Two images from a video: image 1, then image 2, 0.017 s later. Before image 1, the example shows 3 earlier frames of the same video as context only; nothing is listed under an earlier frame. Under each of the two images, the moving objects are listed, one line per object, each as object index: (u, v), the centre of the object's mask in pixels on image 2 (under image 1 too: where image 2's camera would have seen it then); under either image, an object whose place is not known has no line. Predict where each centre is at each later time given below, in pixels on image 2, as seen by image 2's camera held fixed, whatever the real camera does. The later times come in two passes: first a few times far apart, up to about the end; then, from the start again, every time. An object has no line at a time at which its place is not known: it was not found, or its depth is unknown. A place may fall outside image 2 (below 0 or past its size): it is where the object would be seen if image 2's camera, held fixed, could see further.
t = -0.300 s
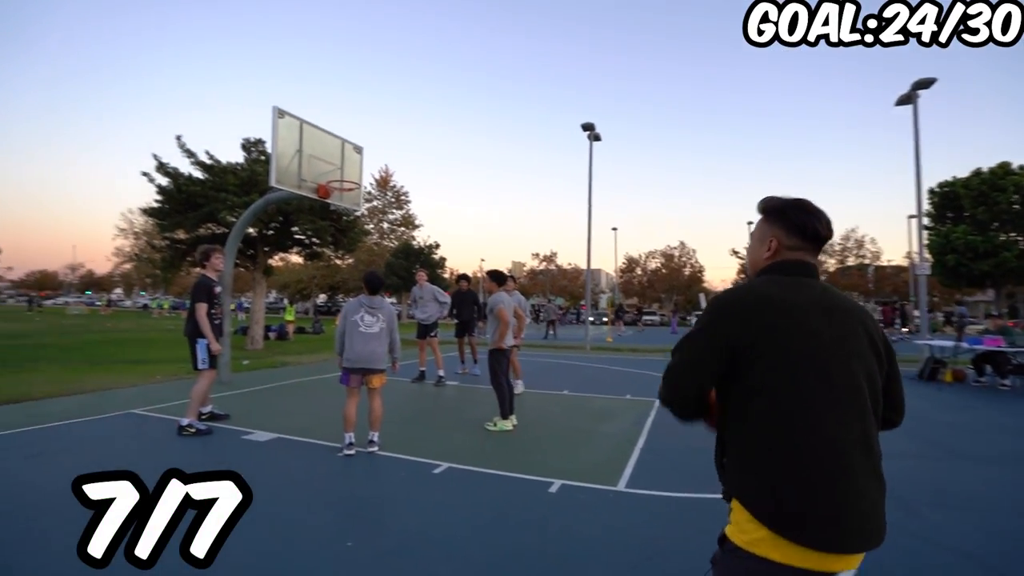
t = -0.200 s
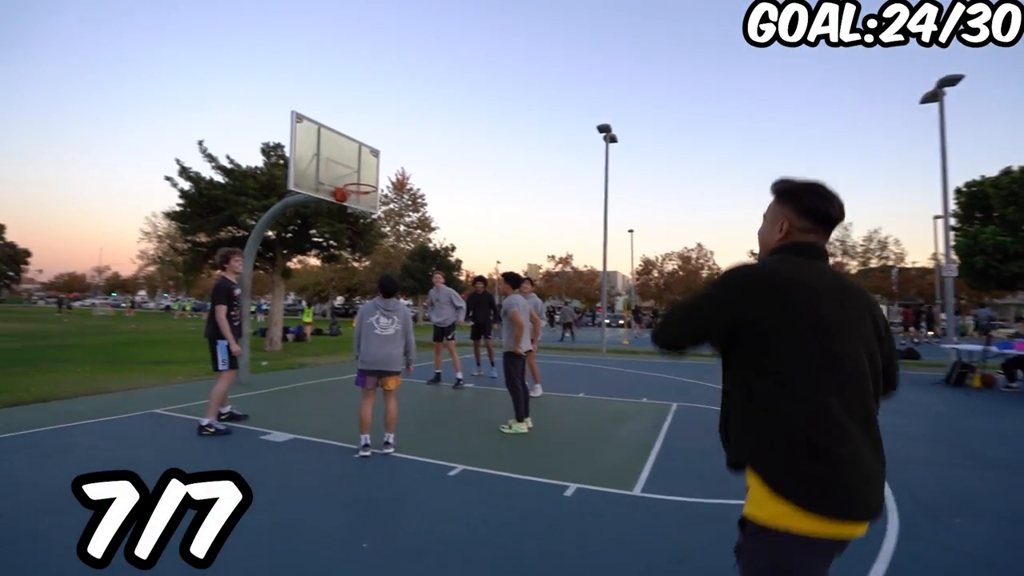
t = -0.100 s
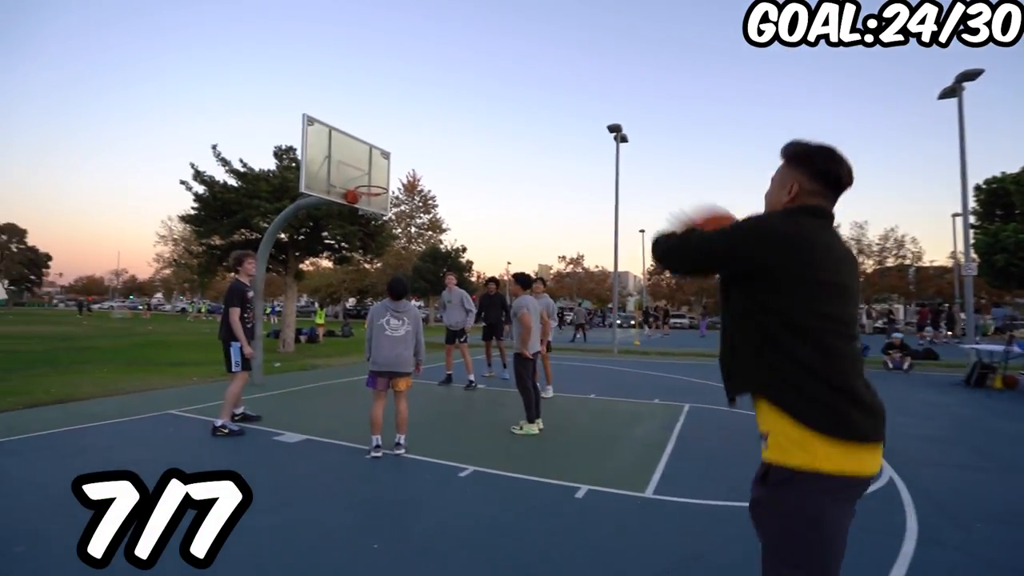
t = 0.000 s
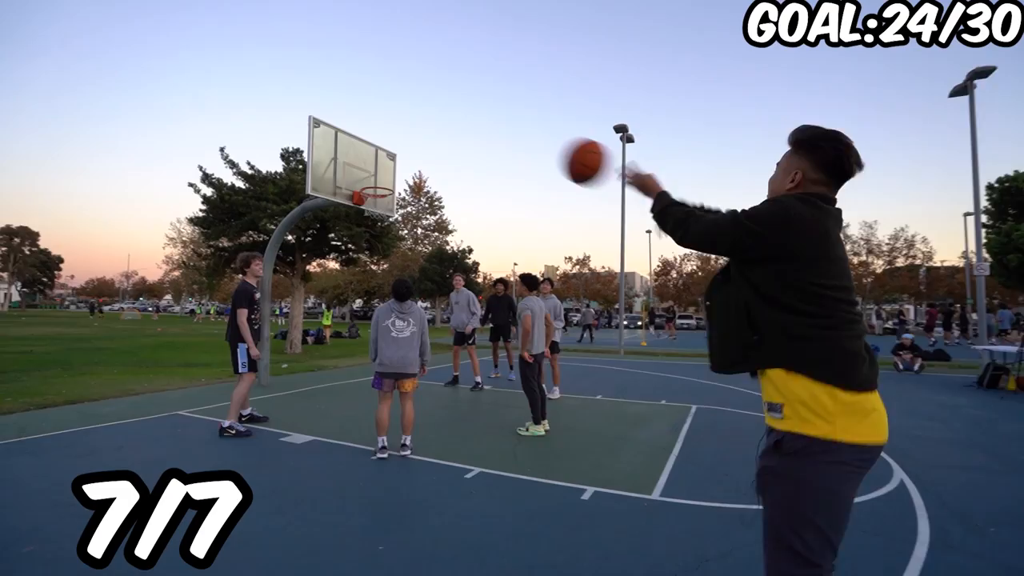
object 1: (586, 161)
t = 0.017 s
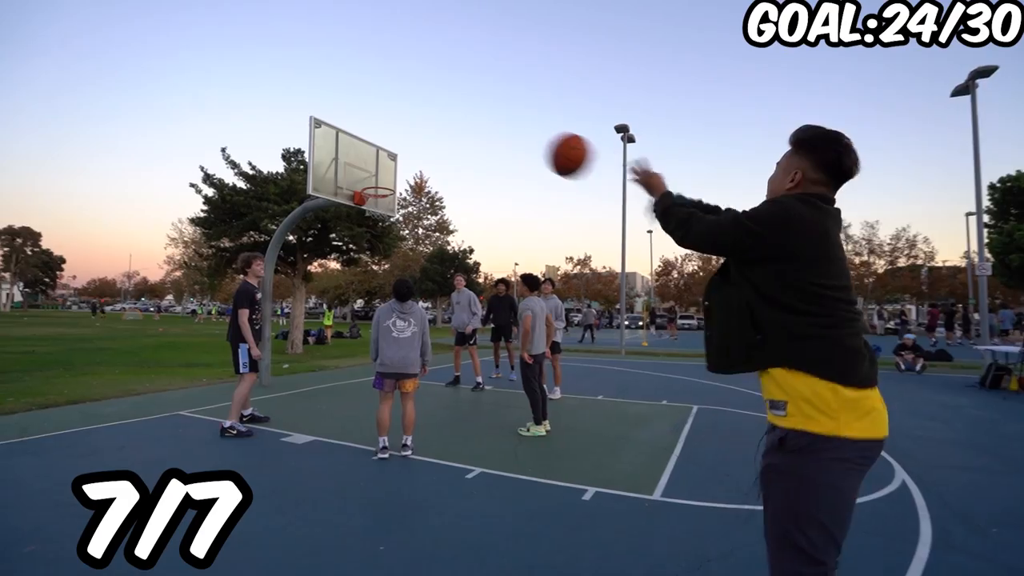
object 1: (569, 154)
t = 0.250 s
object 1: (433, 132)
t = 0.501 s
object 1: (371, 165)
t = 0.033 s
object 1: (553, 149)
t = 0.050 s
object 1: (539, 144)
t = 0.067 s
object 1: (526, 140)
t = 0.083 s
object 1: (514, 137)
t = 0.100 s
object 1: (503, 135)
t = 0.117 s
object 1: (493, 133)
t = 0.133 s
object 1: (484, 132)
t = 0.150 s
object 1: (475, 131)
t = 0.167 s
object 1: (467, 130)
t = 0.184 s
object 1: (459, 130)
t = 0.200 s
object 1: (452, 130)
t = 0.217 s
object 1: (445, 130)
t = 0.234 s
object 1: (439, 131)
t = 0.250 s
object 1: (433, 132)
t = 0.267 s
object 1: (427, 133)
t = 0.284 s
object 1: (422, 135)
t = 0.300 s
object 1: (416, 136)
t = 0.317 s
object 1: (412, 138)
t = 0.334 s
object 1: (407, 140)
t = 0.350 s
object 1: (403, 142)
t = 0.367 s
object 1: (399, 144)
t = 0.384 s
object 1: (395, 146)
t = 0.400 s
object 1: (391, 148)
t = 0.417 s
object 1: (387, 151)
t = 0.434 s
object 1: (384, 153)
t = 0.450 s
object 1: (381, 156)
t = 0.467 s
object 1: (377, 159)
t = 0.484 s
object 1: (374, 162)
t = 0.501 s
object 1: (371, 165)
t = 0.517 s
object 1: (368, 168)
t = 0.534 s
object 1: (365, 171)
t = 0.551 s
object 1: (363, 174)
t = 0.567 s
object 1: (360, 177)
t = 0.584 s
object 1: (358, 181)
